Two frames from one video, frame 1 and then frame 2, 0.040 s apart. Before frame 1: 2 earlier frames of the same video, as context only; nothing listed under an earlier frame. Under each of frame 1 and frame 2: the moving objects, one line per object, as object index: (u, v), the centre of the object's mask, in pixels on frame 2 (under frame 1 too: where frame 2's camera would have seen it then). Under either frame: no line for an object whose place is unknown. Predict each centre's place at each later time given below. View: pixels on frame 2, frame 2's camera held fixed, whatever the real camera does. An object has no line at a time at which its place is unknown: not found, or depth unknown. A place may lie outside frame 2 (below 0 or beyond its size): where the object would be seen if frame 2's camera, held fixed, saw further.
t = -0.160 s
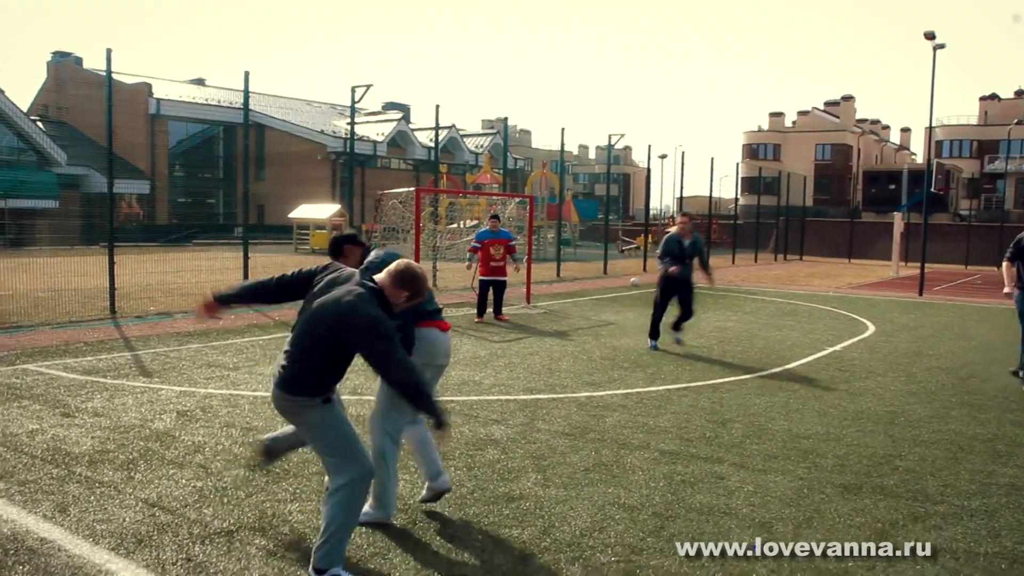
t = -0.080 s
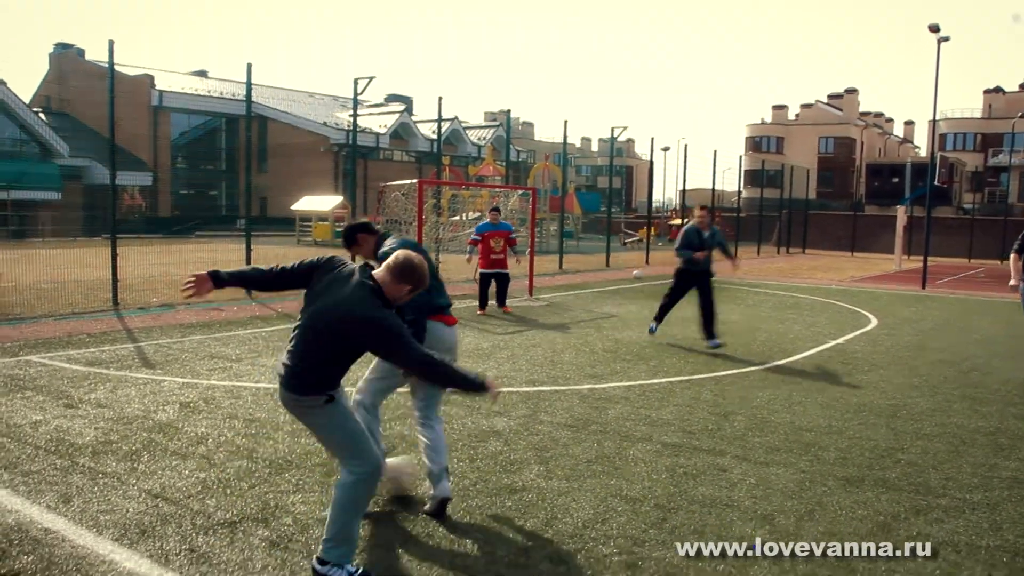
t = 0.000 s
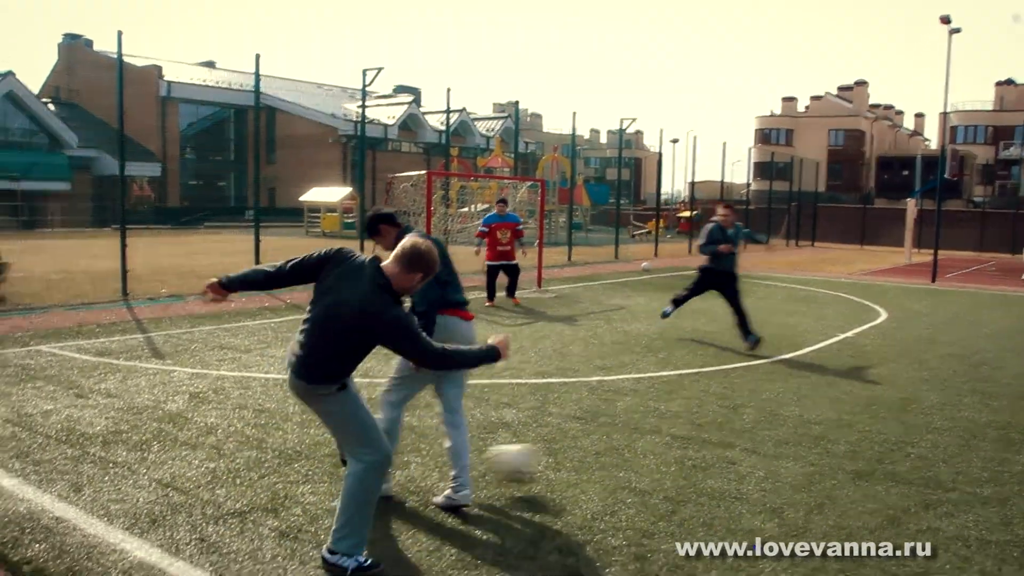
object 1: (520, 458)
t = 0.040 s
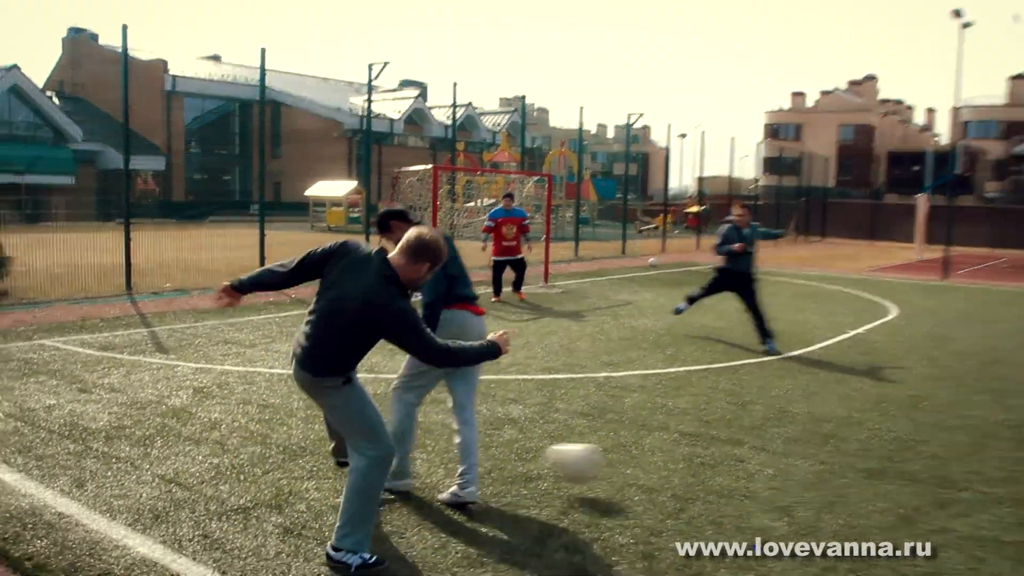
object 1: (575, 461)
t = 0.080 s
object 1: (632, 466)
